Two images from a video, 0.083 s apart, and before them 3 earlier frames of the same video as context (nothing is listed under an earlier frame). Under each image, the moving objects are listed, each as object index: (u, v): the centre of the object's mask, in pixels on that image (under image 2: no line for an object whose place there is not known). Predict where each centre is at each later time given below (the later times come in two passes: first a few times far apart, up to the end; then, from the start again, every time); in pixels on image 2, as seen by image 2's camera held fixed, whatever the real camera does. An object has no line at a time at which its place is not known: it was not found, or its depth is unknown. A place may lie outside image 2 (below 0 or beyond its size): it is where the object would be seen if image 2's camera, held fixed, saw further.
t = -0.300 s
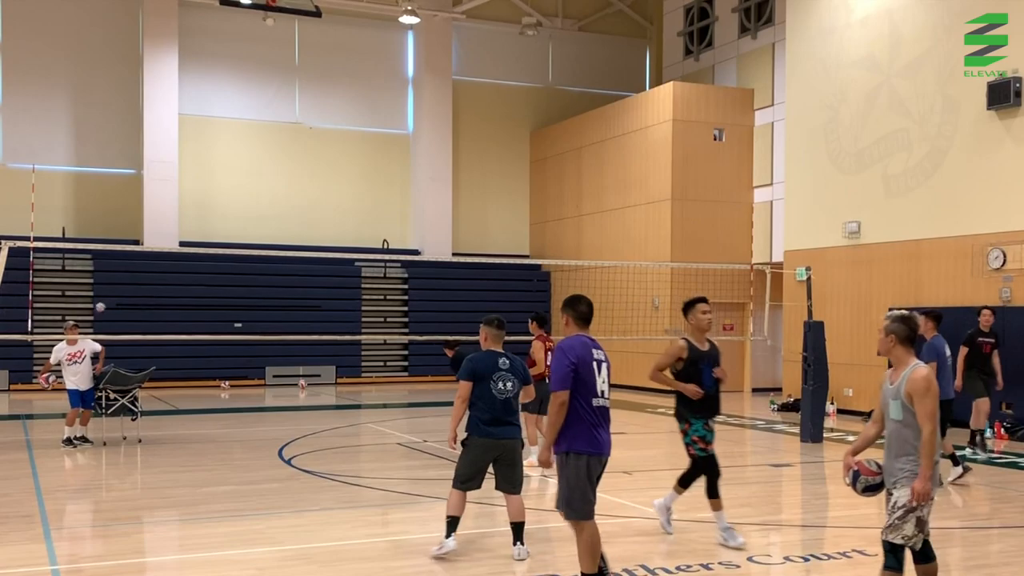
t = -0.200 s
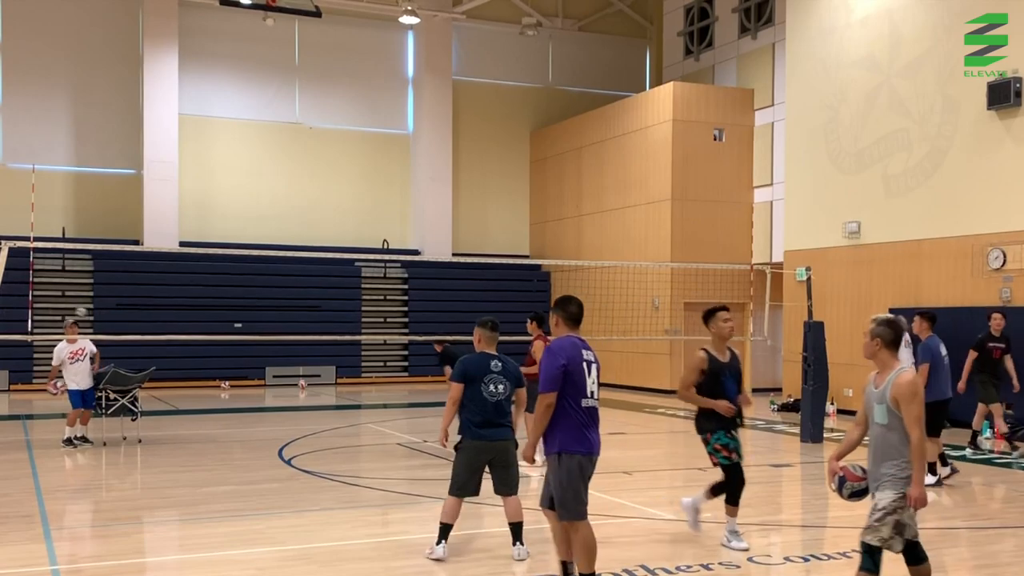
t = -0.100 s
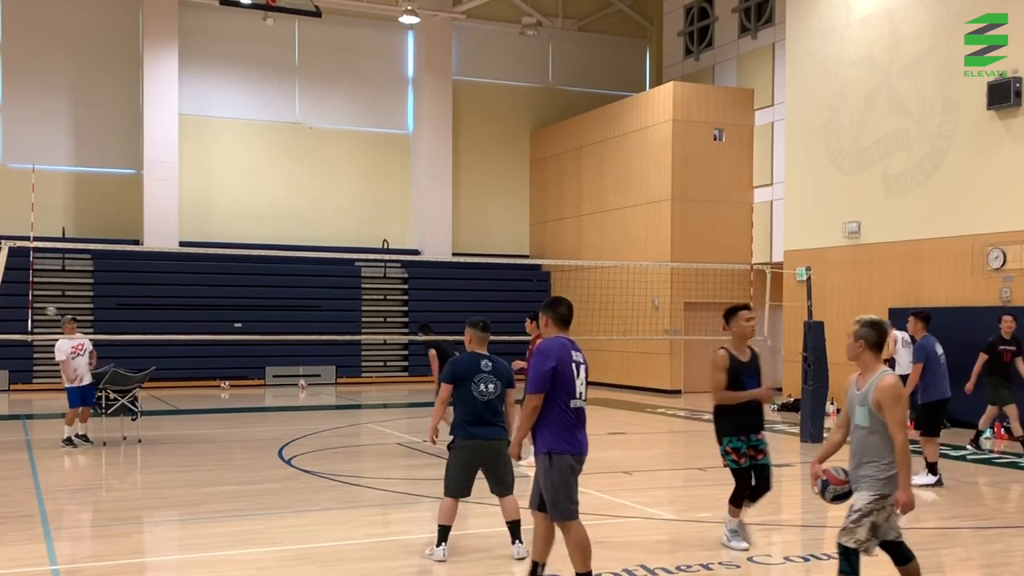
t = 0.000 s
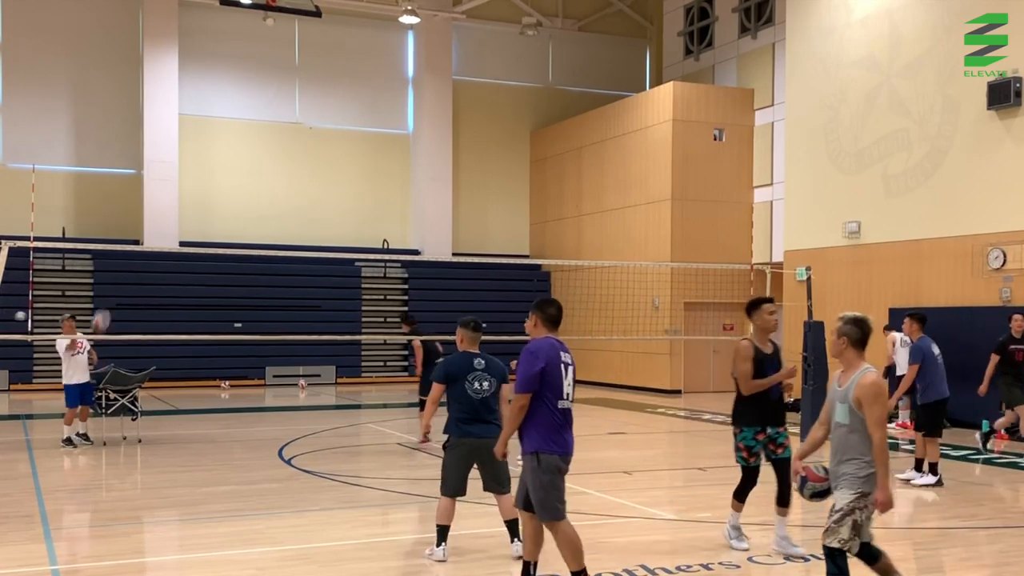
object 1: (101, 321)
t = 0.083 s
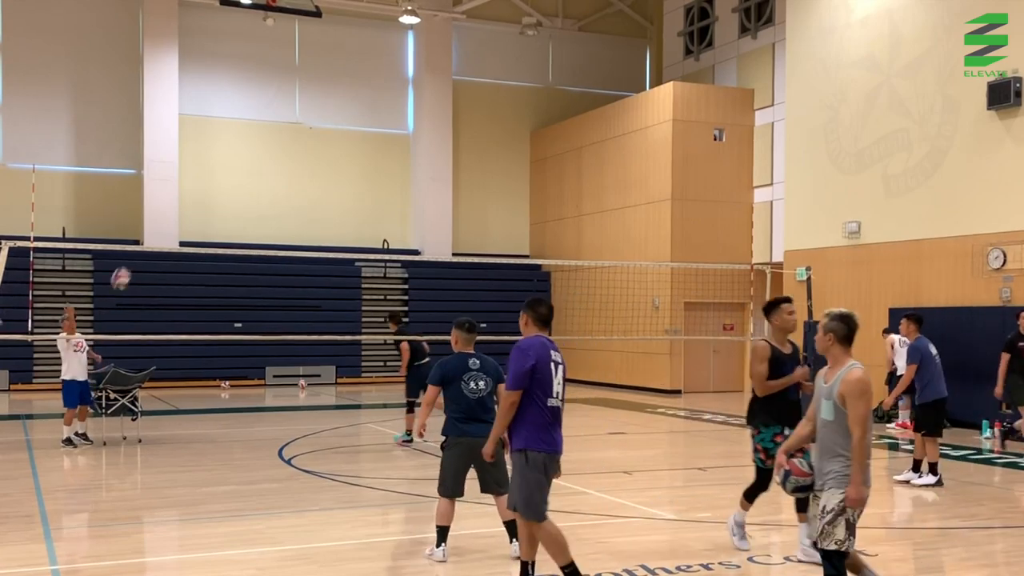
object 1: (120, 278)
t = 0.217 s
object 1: (155, 219)
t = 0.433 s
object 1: (215, 147)
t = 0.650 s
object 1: (284, 114)
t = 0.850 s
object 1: (359, 124)
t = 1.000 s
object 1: (420, 163)
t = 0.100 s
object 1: (125, 270)
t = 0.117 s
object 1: (129, 262)
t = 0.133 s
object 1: (132, 257)
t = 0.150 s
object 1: (137, 248)
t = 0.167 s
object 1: (142, 238)
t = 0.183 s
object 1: (147, 233)
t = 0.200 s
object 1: (151, 226)
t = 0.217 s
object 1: (155, 219)
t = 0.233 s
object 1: (159, 211)
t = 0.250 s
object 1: (164, 205)
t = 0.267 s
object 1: (168, 199)
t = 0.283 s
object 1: (173, 193)
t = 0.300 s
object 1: (178, 187)
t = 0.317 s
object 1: (183, 181)
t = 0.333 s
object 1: (187, 176)
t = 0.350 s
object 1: (192, 170)
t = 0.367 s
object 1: (197, 165)
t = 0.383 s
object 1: (201, 160)
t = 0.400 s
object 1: (206, 156)
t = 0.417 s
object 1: (210, 151)
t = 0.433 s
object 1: (215, 147)
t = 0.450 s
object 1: (220, 143)
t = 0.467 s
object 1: (225, 139)
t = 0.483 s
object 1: (230, 136)
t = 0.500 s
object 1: (235, 132)
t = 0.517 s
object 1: (240, 130)
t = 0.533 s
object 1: (246, 127)
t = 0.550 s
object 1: (251, 124)
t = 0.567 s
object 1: (257, 122)
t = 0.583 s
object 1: (262, 120)
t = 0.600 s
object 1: (267, 119)
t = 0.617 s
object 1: (273, 117)
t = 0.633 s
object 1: (279, 115)
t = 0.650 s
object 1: (284, 114)
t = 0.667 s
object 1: (290, 113)
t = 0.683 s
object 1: (295, 113)
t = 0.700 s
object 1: (302, 113)
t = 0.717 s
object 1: (308, 113)
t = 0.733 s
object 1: (314, 113)
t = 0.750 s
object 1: (320, 113)
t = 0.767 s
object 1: (326, 114)
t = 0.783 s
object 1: (332, 116)
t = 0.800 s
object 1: (338, 117)
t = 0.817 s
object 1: (346, 120)
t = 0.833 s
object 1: (352, 122)
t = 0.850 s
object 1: (359, 124)
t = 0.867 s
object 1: (365, 127)
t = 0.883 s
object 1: (370, 131)
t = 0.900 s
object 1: (378, 134)
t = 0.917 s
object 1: (385, 138)
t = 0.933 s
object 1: (392, 143)
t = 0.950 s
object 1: (399, 147)
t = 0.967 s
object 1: (405, 153)
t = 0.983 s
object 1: (412, 157)
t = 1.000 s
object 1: (420, 163)
